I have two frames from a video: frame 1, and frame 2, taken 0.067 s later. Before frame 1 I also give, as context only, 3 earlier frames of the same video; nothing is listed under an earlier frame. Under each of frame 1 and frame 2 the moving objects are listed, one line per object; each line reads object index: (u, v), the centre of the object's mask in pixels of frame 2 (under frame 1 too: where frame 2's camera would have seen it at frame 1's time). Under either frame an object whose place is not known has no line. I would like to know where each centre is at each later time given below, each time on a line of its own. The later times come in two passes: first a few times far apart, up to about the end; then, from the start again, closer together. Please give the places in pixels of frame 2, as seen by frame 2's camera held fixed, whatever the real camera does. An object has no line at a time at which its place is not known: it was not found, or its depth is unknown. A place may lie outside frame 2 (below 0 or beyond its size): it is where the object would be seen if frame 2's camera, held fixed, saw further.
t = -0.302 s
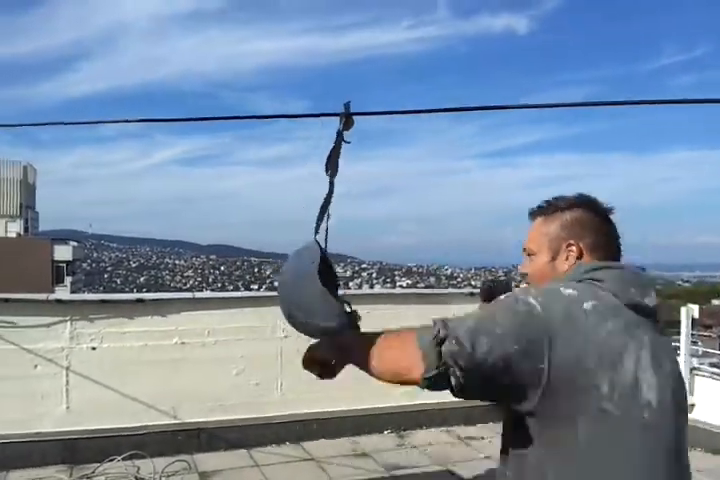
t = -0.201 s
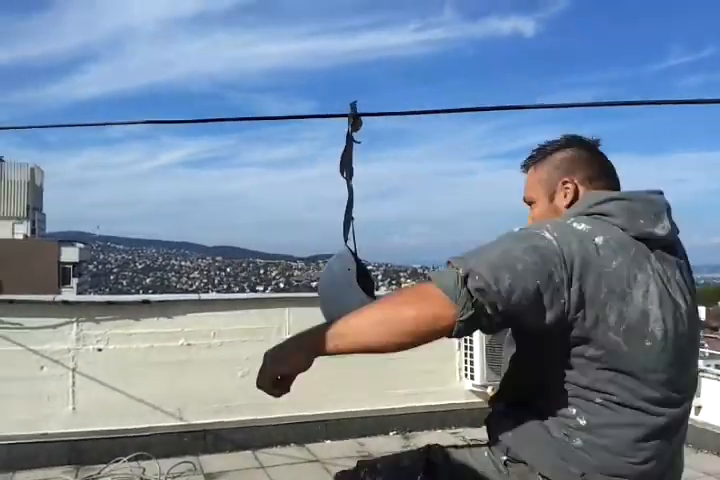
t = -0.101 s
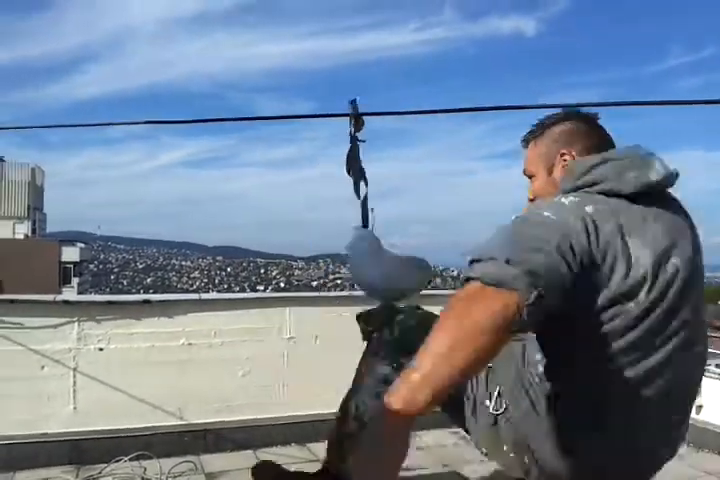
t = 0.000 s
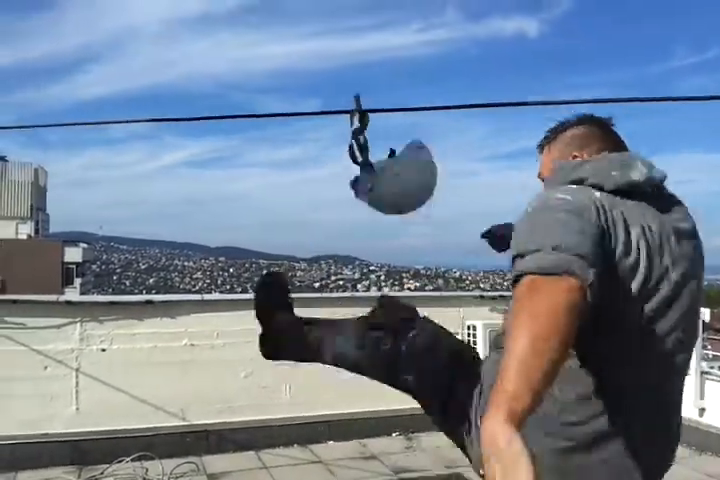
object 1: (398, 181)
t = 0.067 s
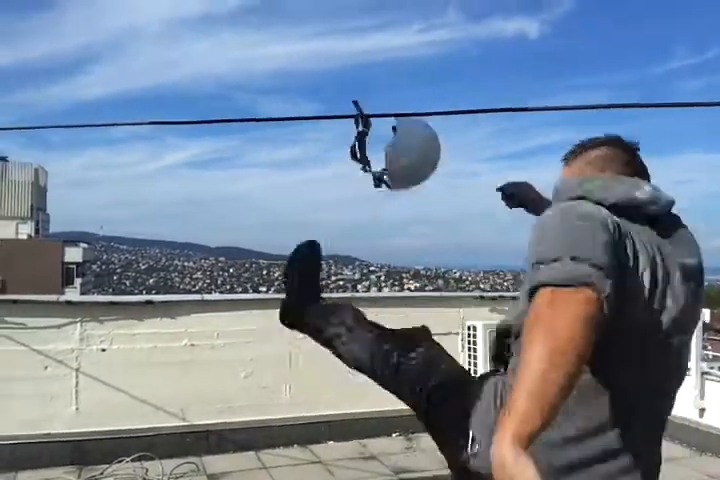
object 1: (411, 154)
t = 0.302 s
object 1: (403, 135)
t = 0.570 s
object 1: (352, 298)
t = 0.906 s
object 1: (324, 215)
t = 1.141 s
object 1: (371, 178)
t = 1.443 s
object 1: (385, 298)
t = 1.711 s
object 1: (354, 244)
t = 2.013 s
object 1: (336, 252)
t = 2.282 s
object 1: (366, 300)
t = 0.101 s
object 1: (419, 145)
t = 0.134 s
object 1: (429, 135)
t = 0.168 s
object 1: (437, 131)
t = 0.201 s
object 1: (428, 127)
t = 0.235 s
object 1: (418, 126)
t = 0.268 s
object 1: (411, 133)
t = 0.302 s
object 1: (403, 135)
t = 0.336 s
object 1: (393, 145)
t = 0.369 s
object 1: (387, 158)
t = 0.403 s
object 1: (383, 171)
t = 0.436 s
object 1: (377, 200)
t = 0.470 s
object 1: (357, 206)
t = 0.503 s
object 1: (343, 242)
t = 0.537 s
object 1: (346, 271)
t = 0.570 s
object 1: (352, 298)
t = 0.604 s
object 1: (350, 312)
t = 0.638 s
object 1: (348, 315)
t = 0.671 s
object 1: (343, 308)
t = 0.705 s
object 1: (340, 291)
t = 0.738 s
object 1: (335, 273)
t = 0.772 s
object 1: (331, 257)
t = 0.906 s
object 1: (324, 215)
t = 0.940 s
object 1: (329, 199)
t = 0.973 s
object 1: (335, 183)
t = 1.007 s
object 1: (341, 171)
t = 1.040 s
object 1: (347, 164)
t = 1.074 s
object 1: (354, 162)
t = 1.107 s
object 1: (365, 168)
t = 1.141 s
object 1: (371, 178)
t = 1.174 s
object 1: (377, 194)
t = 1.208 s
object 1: (382, 213)
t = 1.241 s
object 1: (387, 237)
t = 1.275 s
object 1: (388, 260)
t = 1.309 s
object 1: (390, 277)
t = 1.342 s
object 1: (390, 286)
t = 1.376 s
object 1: (389, 291)
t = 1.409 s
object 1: (387, 294)
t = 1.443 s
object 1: (385, 298)
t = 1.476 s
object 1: (382, 302)
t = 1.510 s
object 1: (378, 301)
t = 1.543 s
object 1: (373, 294)
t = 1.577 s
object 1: (369, 284)
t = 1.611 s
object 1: (364, 273)
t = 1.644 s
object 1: (360, 261)
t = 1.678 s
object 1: (358, 252)
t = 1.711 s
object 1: (354, 244)
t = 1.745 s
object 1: (352, 239)
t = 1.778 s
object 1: (347, 237)
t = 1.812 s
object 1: (344, 233)
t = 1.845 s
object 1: (343, 231)
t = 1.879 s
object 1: (344, 229)
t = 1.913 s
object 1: (342, 230)
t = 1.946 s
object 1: (339, 234)
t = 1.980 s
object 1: (336, 242)
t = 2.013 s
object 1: (336, 252)
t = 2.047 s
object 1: (337, 260)
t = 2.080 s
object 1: (338, 270)
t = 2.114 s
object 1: (339, 281)
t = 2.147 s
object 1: (340, 290)
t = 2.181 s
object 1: (343, 298)
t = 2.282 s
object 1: (366, 300)
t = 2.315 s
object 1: (373, 292)
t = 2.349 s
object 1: (380, 283)
